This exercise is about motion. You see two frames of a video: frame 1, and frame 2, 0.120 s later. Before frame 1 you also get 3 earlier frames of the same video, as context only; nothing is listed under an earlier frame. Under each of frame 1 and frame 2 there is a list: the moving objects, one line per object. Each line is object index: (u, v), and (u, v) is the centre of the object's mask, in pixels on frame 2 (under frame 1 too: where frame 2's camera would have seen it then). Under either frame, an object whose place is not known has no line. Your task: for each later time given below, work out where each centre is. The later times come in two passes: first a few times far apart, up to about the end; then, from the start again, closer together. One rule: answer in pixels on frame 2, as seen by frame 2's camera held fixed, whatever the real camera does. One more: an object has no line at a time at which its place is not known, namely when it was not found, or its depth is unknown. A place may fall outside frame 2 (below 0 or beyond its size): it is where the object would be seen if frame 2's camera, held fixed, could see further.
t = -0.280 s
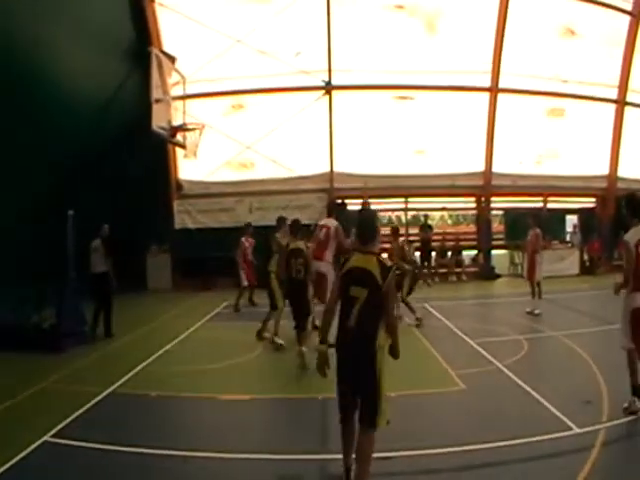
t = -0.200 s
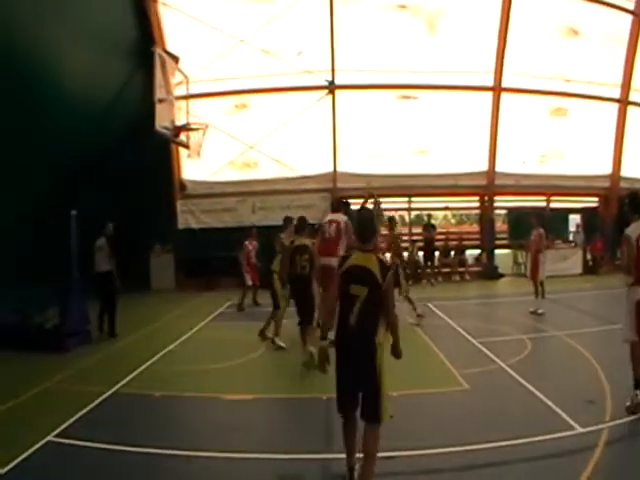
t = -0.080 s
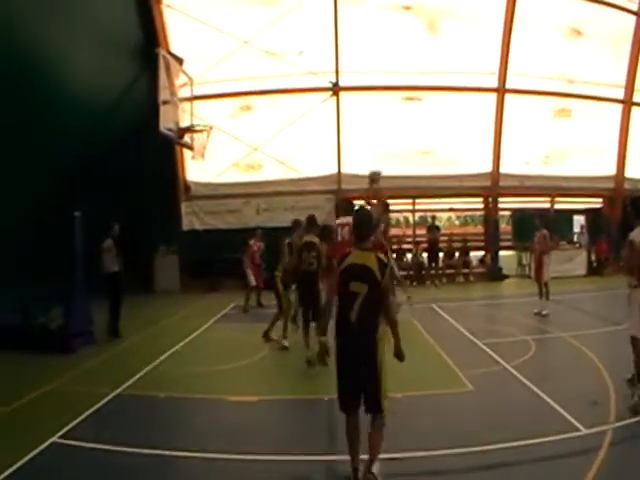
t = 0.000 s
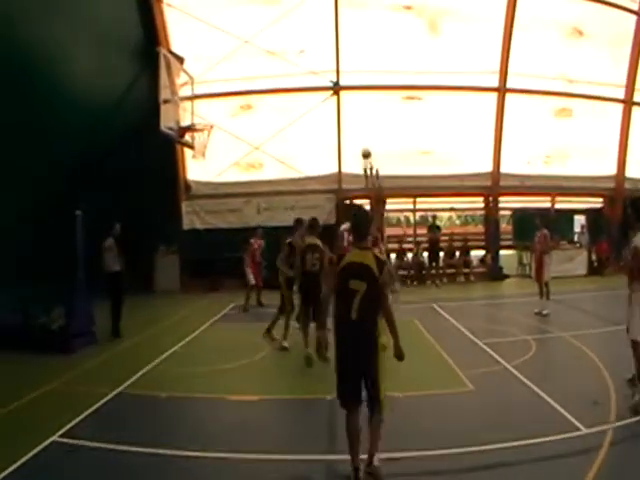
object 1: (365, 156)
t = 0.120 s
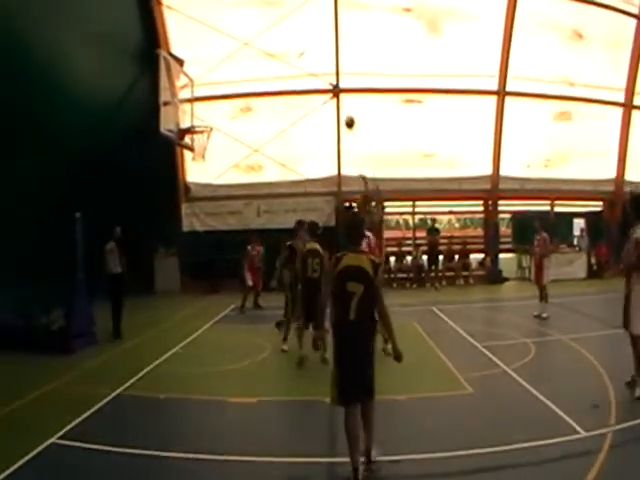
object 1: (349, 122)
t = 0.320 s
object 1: (321, 79)
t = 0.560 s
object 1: (285, 57)
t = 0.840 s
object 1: (240, 76)
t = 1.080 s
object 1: (195, 130)
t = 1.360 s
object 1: (188, 145)
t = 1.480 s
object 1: (193, 167)
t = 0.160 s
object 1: (344, 112)
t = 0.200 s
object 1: (339, 103)
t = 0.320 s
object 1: (321, 79)
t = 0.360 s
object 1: (315, 74)
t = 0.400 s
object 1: (310, 69)
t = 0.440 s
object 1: (304, 65)
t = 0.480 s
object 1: (297, 61)
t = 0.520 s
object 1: (291, 59)
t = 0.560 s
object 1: (285, 57)
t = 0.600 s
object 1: (279, 56)
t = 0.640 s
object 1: (273, 57)
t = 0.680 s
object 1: (266, 59)
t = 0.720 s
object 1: (260, 61)
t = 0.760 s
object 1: (253, 65)
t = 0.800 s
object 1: (246, 70)
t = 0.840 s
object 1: (240, 76)
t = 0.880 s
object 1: (233, 84)
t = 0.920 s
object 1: (225, 91)
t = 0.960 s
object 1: (218, 102)
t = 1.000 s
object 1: (211, 112)
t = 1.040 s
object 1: (204, 122)
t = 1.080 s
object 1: (195, 130)
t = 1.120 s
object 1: (187, 135)
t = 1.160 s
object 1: (186, 136)
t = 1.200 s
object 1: (186, 136)
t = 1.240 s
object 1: (186, 135)
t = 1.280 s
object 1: (185, 138)
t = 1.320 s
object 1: (185, 140)
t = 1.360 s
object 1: (188, 145)
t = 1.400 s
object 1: (189, 151)
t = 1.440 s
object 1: (192, 158)
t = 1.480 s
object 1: (193, 167)
